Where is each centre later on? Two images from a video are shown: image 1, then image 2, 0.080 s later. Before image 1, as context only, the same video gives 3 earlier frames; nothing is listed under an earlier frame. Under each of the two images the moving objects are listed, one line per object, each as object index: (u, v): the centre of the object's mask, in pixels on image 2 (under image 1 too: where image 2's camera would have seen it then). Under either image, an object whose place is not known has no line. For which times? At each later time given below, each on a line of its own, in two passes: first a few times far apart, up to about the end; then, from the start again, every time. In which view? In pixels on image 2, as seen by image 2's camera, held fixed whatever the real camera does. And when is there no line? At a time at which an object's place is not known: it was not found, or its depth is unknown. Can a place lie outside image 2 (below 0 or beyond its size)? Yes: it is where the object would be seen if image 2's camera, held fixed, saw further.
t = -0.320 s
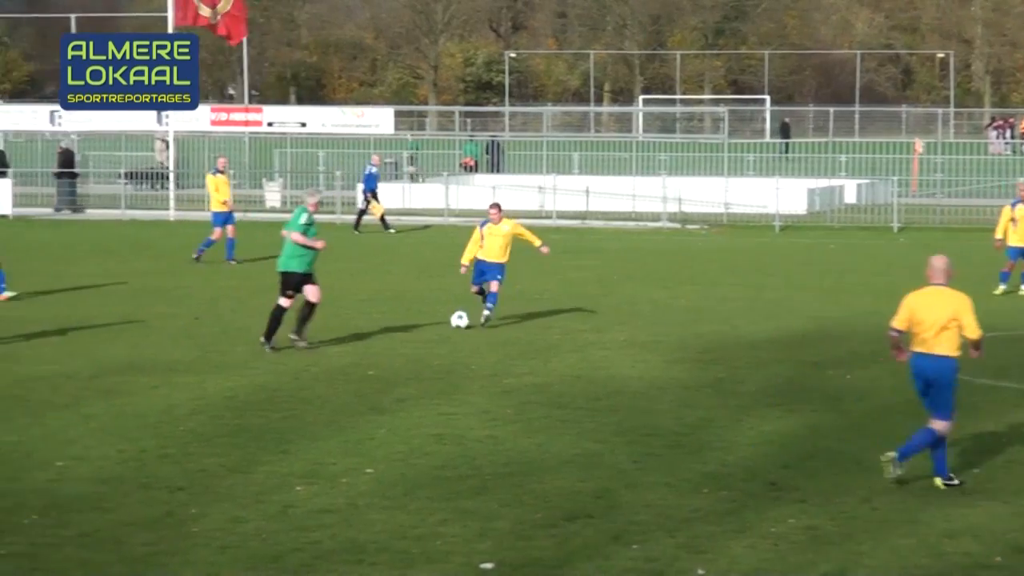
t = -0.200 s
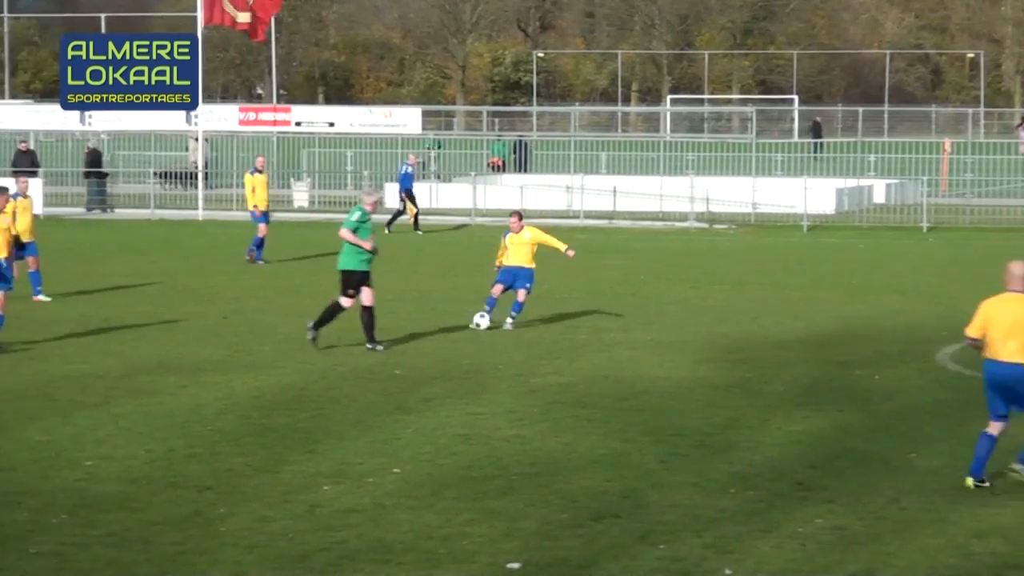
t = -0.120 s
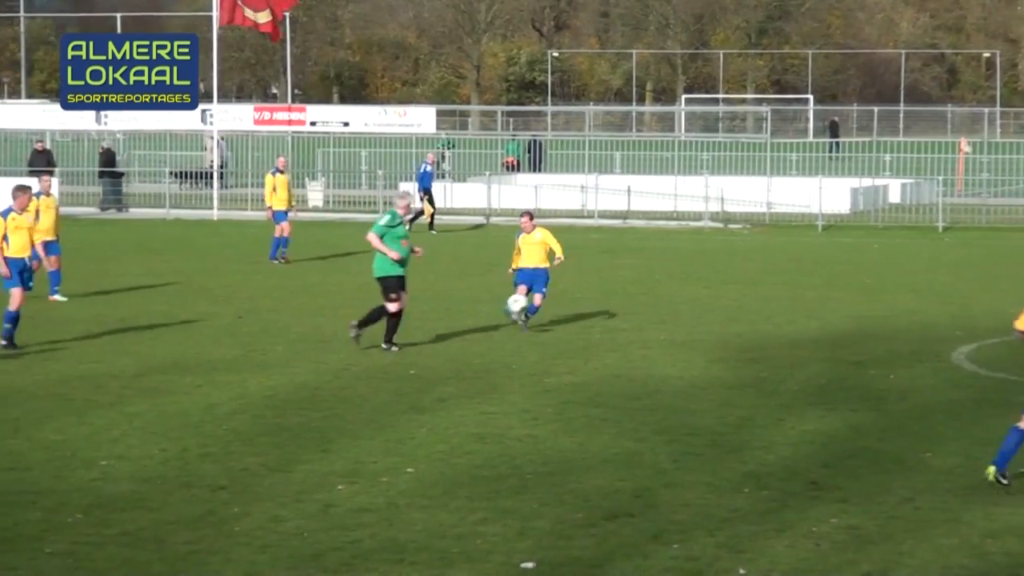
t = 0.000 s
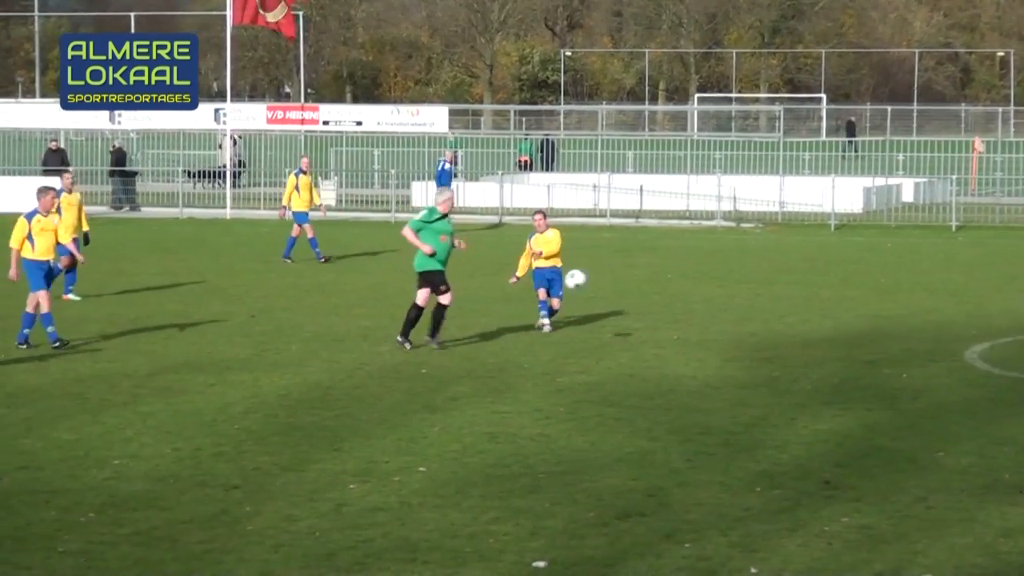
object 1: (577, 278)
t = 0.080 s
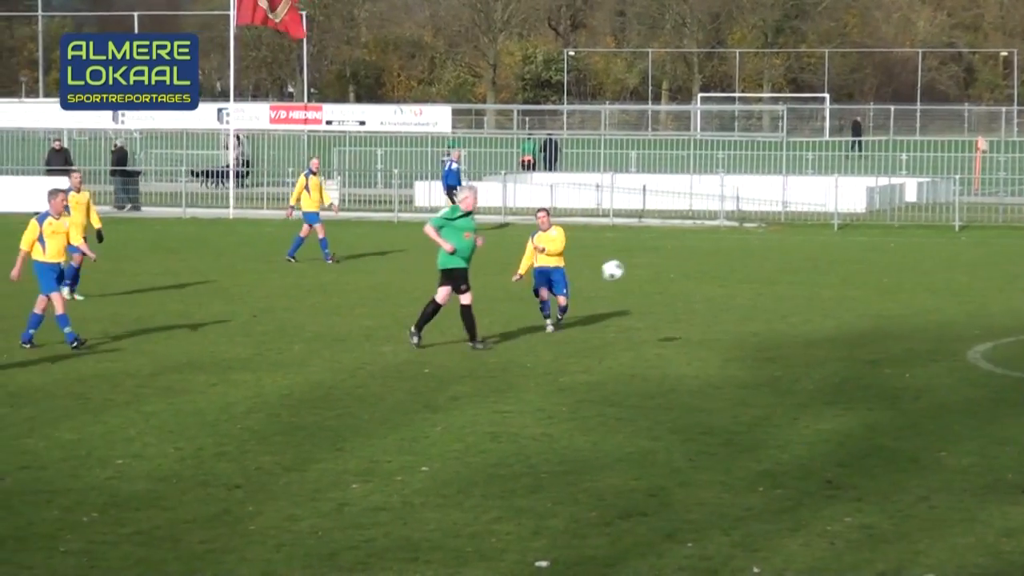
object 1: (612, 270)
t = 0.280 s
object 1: (722, 276)
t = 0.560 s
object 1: (937, 367)
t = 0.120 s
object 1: (631, 268)
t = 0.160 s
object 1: (652, 267)
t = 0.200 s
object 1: (674, 268)
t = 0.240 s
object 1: (696, 270)
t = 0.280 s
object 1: (722, 276)
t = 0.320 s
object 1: (747, 281)
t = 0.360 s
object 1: (774, 291)
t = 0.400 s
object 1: (804, 301)
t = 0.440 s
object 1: (834, 314)
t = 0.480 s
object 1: (867, 330)
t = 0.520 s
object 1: (901, 347)
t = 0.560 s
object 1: (937, 367)
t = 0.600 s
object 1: (975, 391)
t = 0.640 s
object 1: (1016, 419)
